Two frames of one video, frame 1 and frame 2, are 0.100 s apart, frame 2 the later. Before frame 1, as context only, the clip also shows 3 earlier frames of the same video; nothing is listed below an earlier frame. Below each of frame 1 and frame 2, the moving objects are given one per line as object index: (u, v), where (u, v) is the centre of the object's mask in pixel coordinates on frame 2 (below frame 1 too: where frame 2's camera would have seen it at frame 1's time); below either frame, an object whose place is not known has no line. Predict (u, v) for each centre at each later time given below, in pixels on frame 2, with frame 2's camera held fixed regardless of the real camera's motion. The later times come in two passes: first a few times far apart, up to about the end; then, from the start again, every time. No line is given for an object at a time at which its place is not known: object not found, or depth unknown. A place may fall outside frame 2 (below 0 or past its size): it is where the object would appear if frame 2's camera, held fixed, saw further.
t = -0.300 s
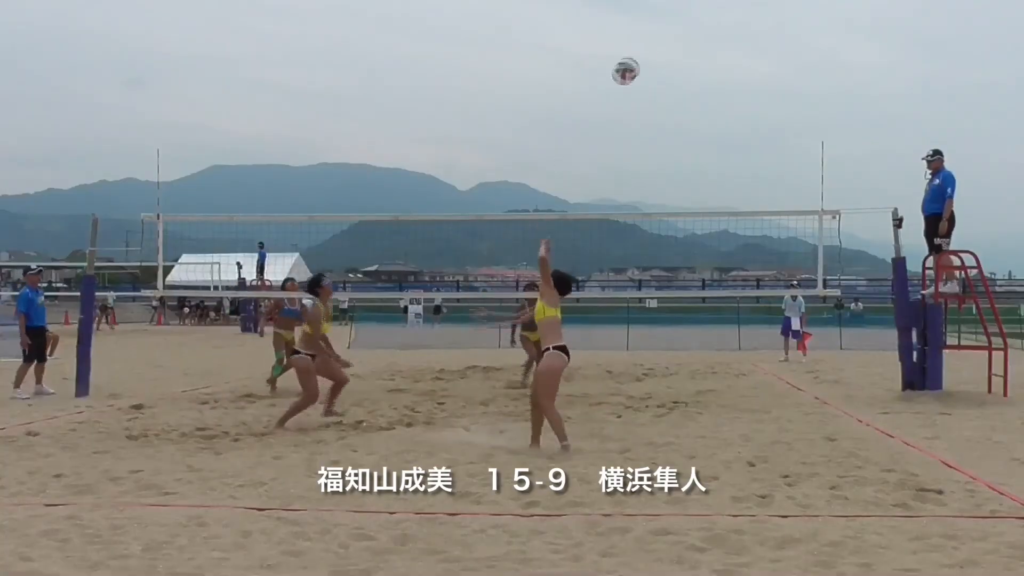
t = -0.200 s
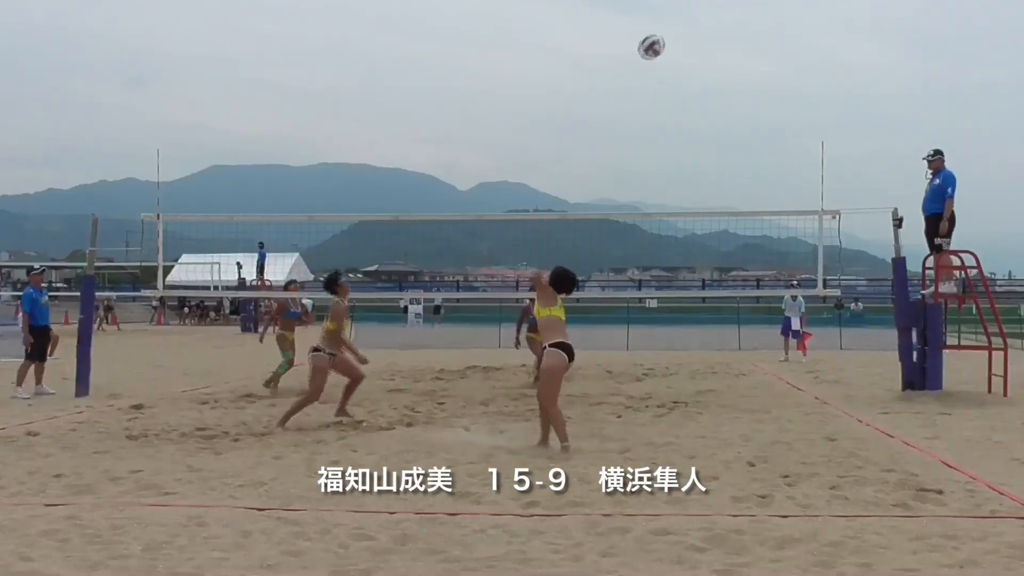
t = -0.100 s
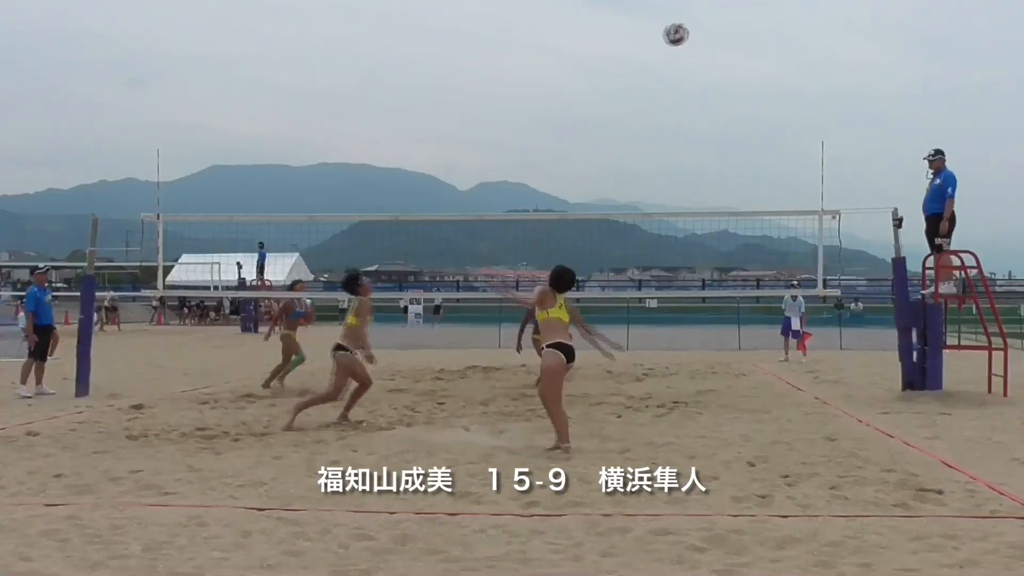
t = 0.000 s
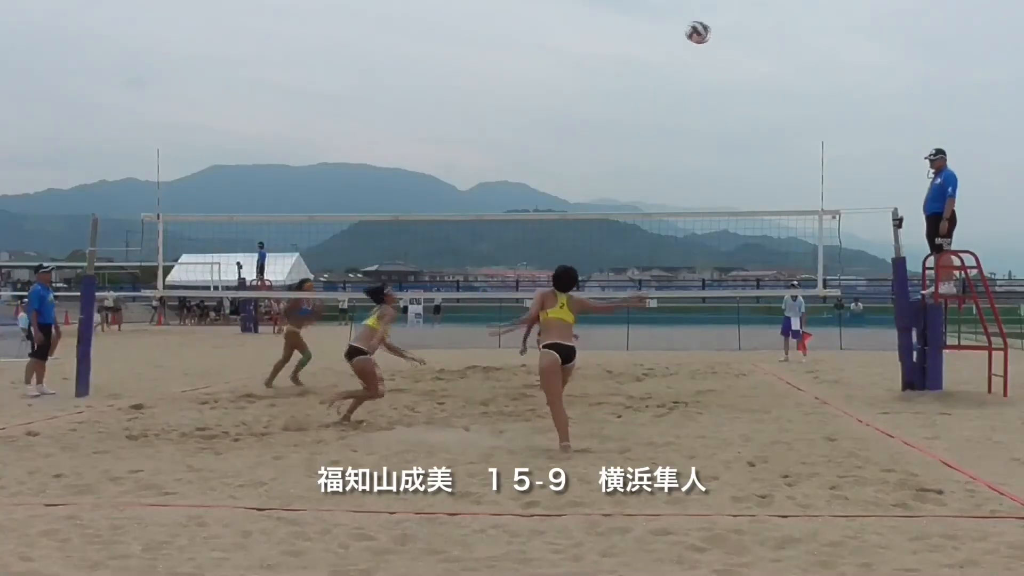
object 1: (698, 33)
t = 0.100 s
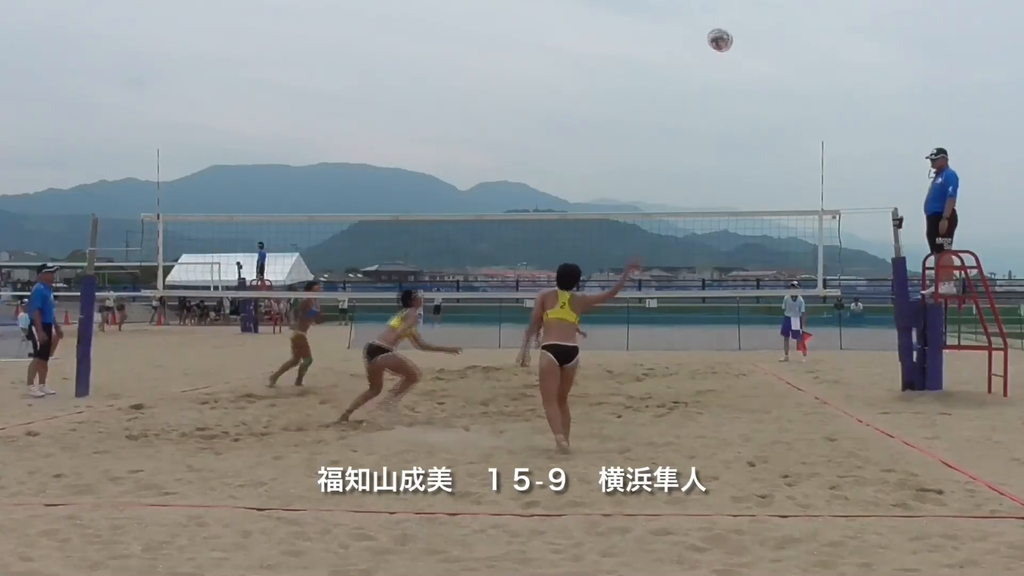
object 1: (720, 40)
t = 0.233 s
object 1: (747, 66)
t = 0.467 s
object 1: (789, 149)
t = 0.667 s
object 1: (820, 253)
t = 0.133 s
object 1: (727, 45)
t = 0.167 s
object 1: (734, 51)
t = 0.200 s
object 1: (741, 58)
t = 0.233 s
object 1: (747, 66)
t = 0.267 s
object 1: (753, 75)
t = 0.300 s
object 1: (760, 85)
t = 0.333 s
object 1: (766, 96)
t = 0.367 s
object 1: (772, 107)
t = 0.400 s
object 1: (778, 120)
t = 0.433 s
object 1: (784, 134)
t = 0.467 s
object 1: (789, 149)
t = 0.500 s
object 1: (795, 164)
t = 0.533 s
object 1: (800, 181)
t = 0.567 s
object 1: (805, 198)
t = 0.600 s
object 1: (809, 215)
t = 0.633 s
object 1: (815, 233)
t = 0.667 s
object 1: (820, 253)
